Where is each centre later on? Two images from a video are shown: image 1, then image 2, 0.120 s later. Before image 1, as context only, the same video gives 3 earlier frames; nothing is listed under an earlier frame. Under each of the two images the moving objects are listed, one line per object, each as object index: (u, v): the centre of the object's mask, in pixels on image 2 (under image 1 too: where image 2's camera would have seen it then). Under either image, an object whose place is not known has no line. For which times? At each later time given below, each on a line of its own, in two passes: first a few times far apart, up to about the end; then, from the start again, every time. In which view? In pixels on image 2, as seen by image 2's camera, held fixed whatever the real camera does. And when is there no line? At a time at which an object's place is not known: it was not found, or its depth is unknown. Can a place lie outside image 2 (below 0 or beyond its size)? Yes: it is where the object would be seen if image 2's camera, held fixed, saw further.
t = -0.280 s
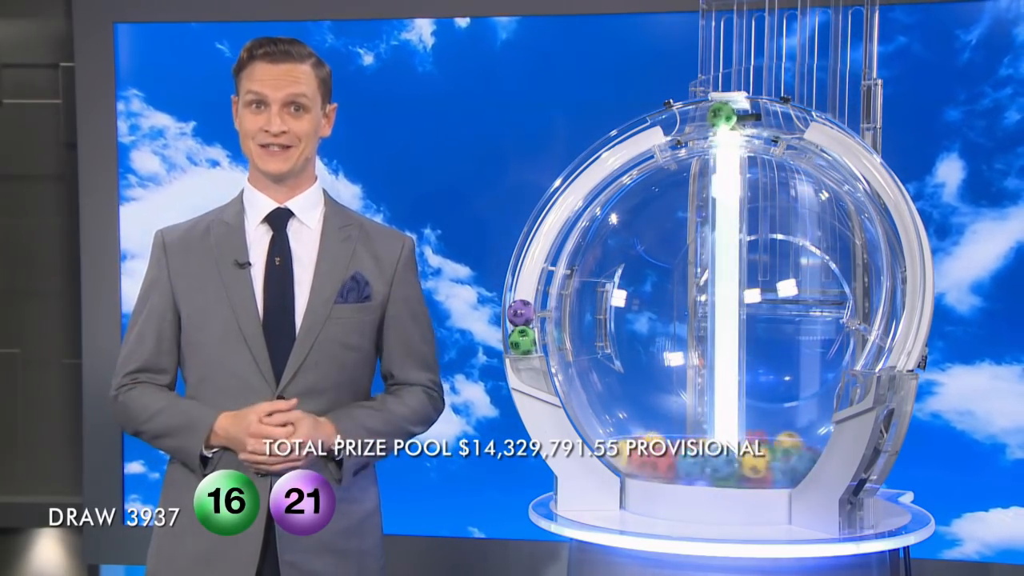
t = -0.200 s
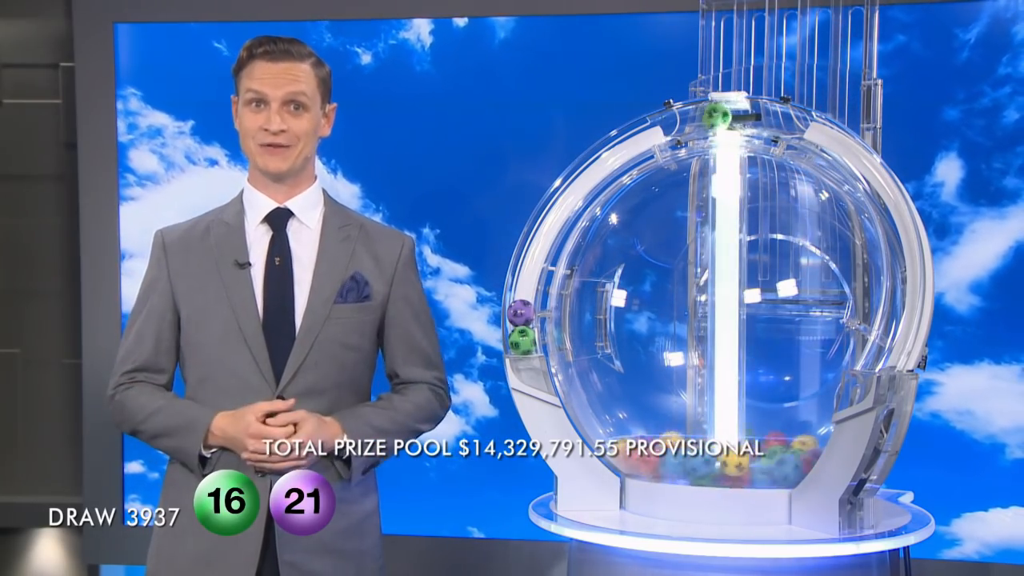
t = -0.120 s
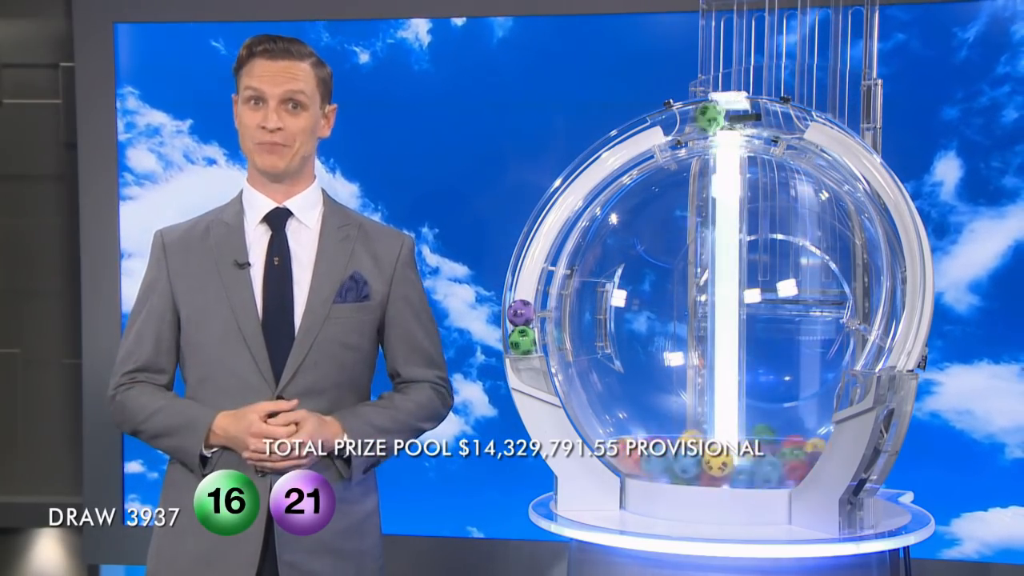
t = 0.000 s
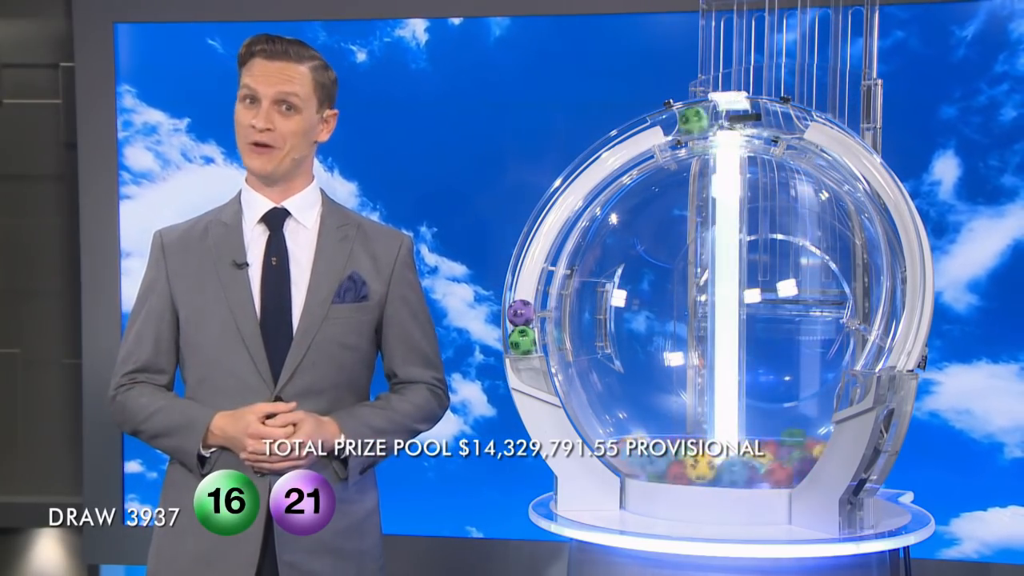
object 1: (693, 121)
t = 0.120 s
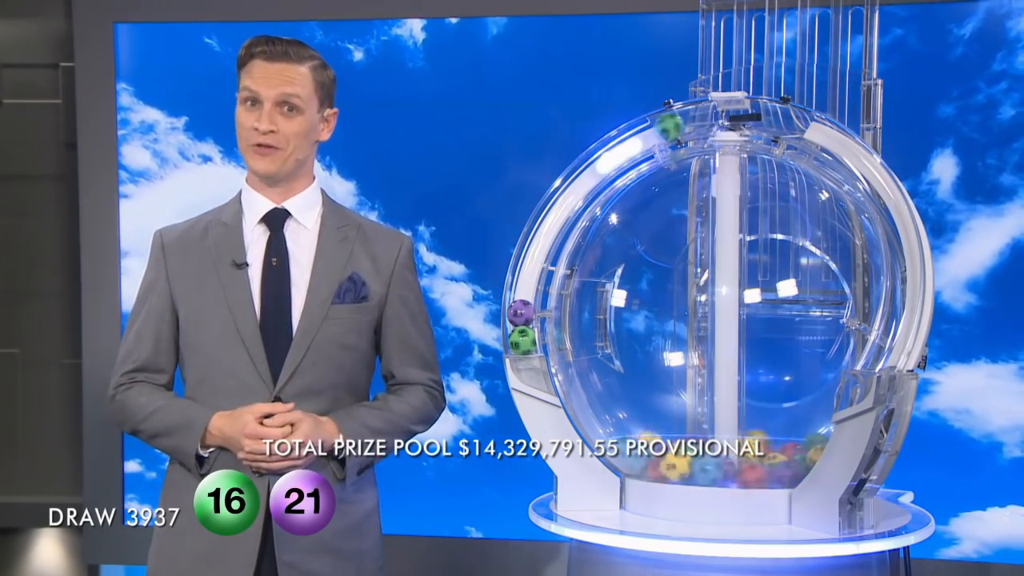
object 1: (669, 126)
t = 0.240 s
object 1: (632, 144)
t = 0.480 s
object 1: (523, 283)
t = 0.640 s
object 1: (525, 286)
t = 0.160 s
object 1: (660, 130)
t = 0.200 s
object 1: (647, 136)
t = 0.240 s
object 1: (632, 144)
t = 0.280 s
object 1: (615, 154)
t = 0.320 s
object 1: (596, 168)
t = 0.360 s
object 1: (575, 187)
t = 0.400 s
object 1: (554, 213)
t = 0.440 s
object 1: (537, 246)
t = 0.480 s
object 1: (523, 283)
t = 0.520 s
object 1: (525, 280)
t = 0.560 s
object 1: (524, 280)
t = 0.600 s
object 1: (524, 285)
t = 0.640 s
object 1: (525, 286)
